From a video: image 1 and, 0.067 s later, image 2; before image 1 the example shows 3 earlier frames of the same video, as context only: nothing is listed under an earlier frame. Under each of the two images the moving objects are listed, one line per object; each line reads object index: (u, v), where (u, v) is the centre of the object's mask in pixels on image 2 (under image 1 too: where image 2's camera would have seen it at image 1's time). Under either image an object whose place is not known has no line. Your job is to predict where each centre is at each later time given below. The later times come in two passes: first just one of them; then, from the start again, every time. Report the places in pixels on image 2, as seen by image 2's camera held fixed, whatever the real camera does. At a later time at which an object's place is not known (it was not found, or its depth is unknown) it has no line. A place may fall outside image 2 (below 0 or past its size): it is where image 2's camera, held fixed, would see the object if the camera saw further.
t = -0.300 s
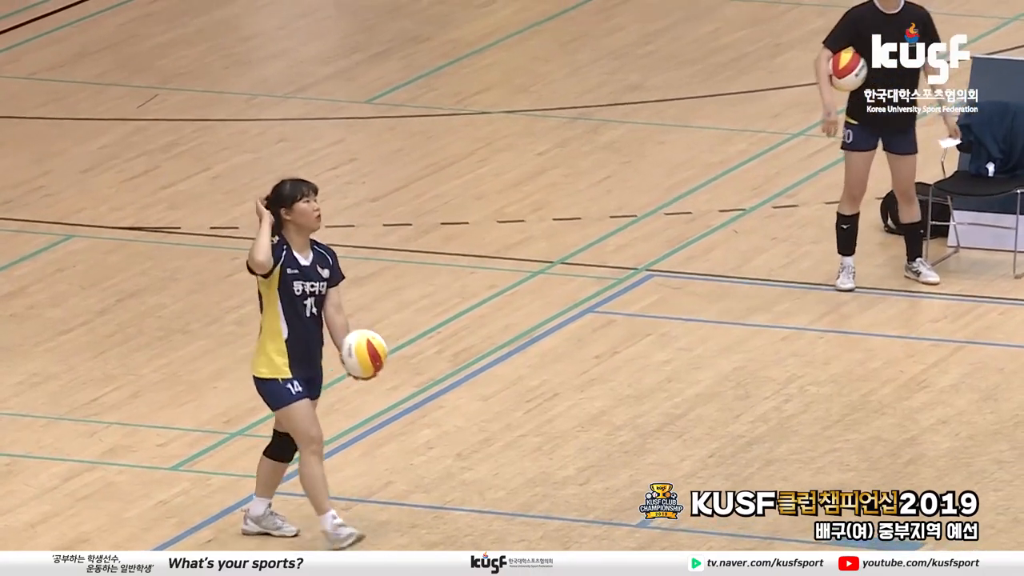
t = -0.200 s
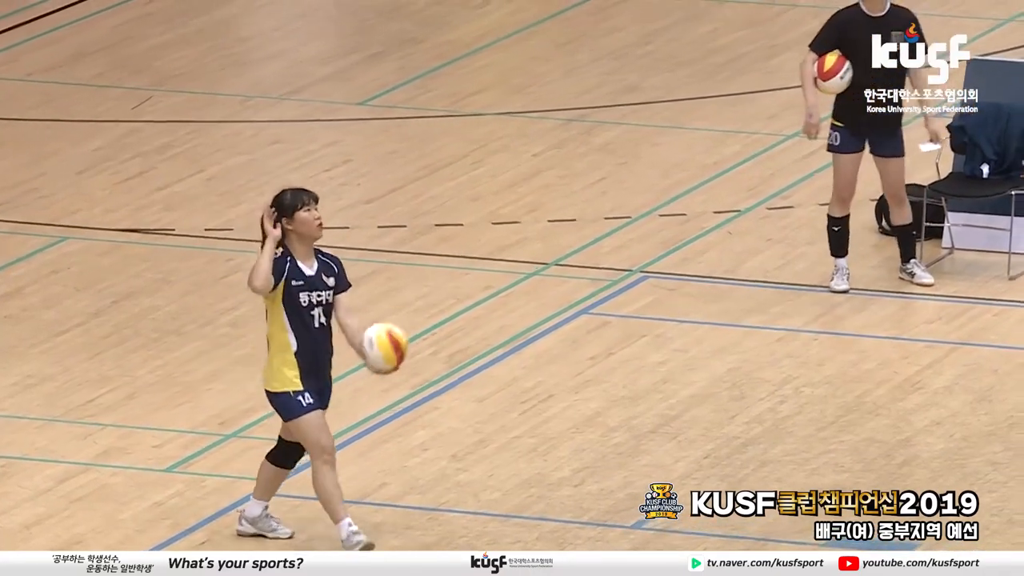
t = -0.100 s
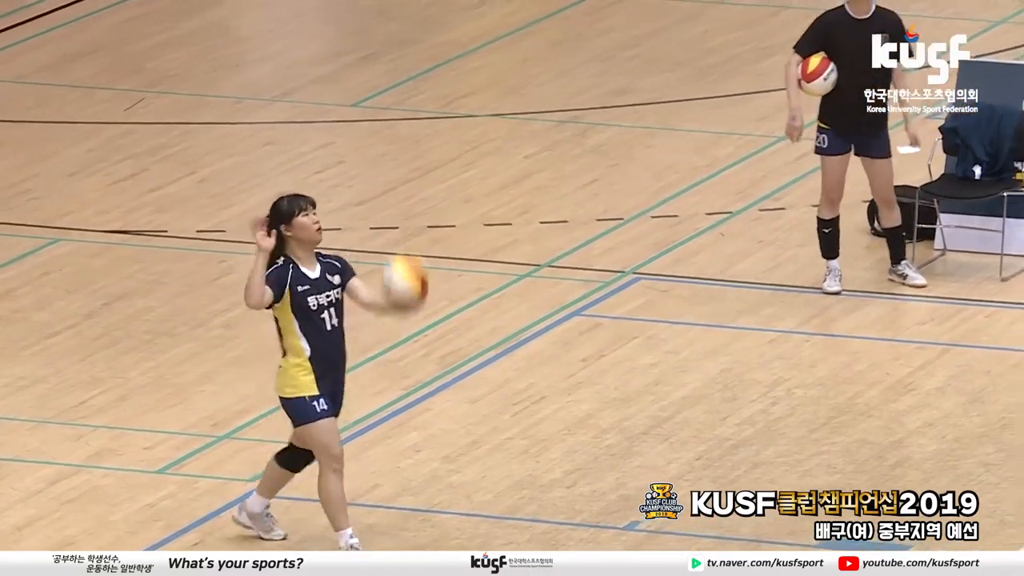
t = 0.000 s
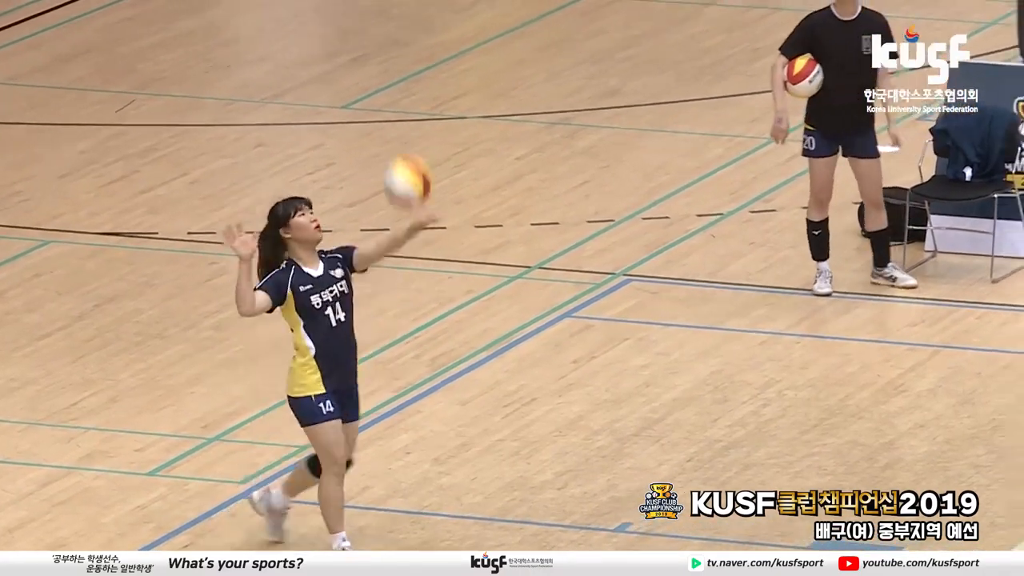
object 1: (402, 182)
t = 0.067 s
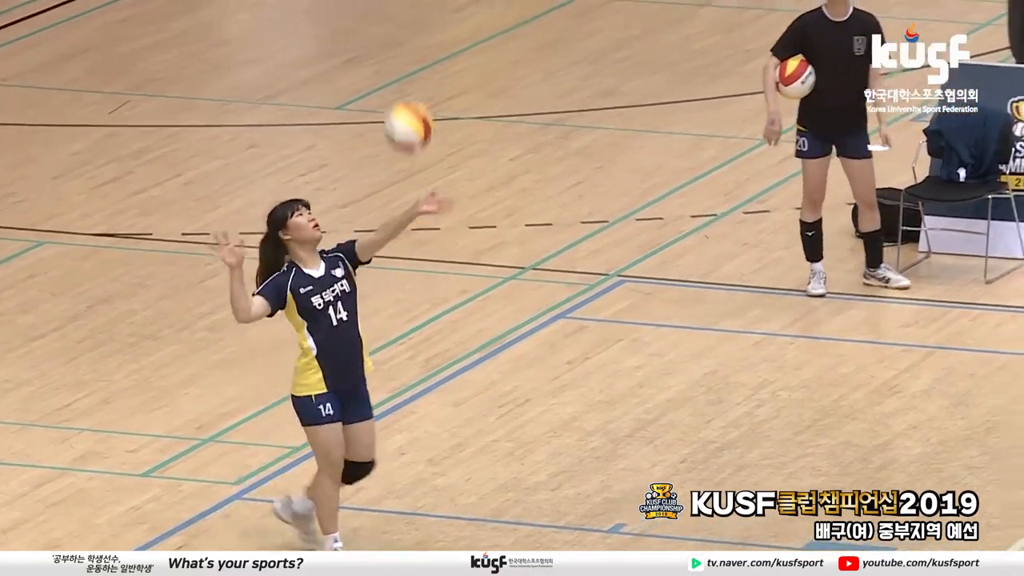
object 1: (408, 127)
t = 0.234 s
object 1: (426, 27)
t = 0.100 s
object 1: (412, 101)
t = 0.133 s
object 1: (415, 80)
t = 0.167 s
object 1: (417, 61)
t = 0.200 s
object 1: (422, 42)
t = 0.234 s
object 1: (426, 27)
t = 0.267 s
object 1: (429, 16)
